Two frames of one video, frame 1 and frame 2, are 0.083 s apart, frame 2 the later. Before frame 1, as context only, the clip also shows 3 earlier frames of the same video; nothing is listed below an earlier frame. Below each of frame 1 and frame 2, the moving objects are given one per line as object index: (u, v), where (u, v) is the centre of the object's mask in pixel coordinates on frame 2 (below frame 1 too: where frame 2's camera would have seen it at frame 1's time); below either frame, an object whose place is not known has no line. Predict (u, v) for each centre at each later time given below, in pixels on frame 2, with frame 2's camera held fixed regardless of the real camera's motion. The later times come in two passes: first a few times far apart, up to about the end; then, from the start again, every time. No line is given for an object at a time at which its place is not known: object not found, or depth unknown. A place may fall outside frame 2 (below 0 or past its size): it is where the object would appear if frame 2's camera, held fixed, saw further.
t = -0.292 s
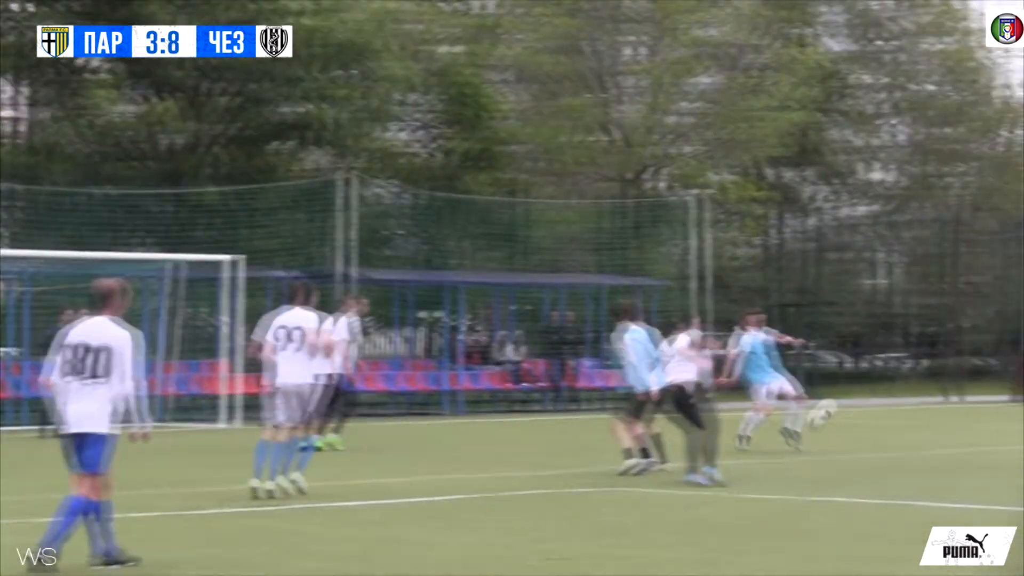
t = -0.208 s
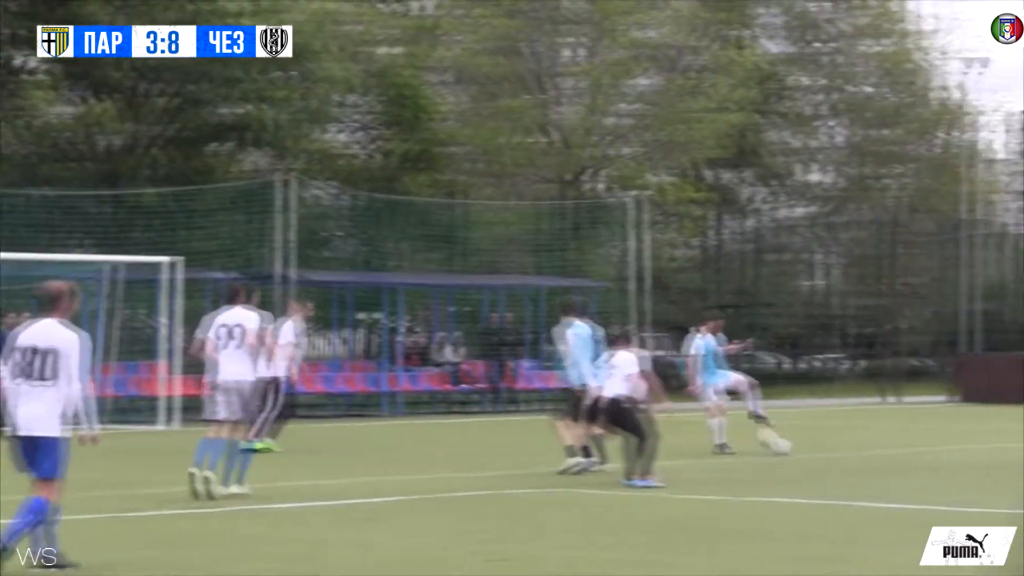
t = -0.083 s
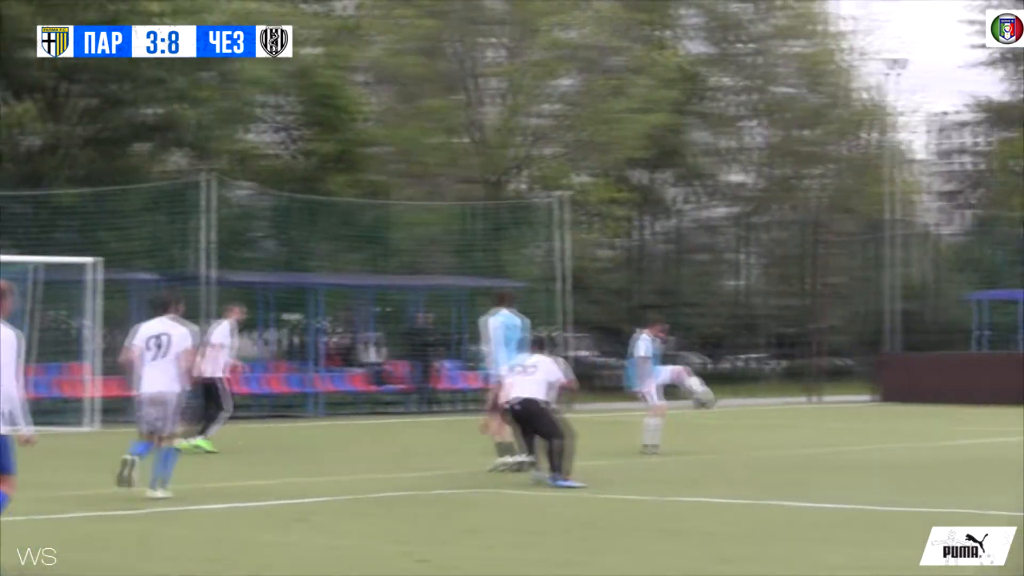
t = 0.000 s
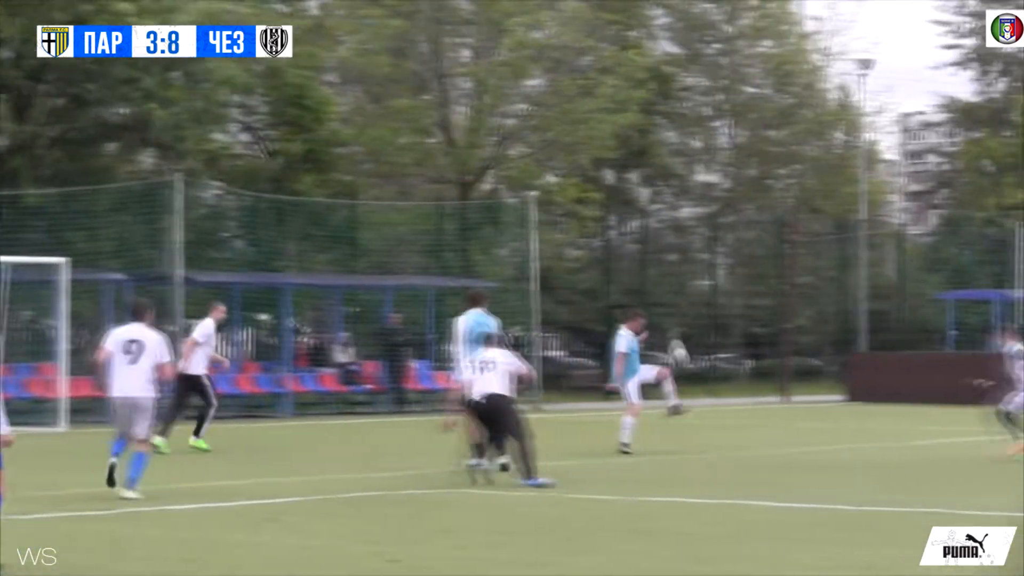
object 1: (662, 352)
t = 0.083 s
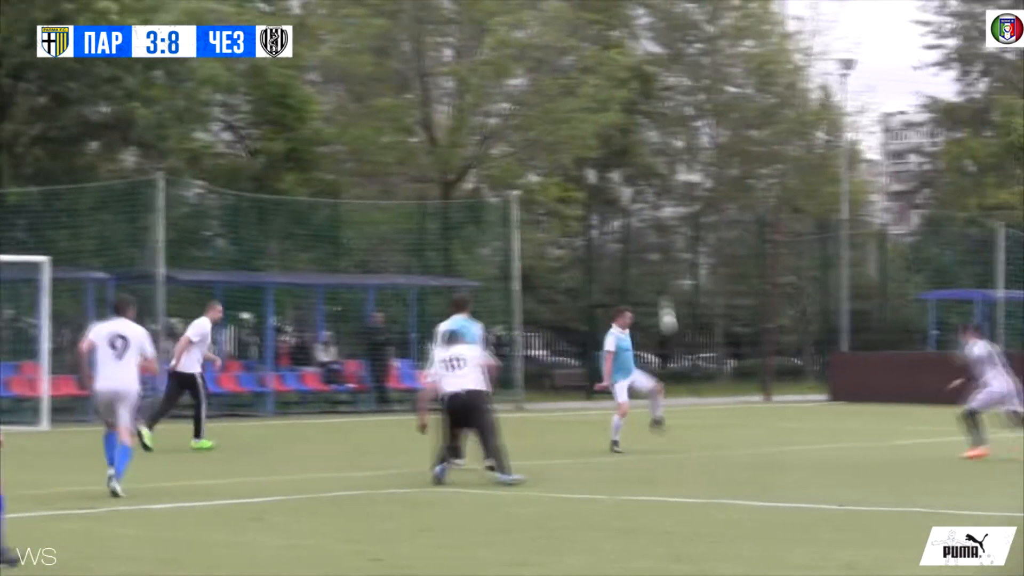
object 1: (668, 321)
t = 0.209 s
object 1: (677, 278)
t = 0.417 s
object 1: (694, 246)
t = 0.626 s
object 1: (708, 249)
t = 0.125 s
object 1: (670, 307)
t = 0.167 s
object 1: (673, 293)
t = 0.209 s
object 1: (677, 278)
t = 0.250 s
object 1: (681, 269)
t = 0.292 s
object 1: (683, 262)
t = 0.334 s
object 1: (686, 255)
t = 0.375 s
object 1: (690, 250)
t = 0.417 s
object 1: (694, 246)
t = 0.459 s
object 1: (696, 244)
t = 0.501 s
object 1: (699, 243)
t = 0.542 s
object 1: (702, 244)
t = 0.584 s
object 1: (705, 245)
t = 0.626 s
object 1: (708, 249)
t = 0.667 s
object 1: (711, 254)
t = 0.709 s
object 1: (714, 260)
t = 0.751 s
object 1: (717, 266)
